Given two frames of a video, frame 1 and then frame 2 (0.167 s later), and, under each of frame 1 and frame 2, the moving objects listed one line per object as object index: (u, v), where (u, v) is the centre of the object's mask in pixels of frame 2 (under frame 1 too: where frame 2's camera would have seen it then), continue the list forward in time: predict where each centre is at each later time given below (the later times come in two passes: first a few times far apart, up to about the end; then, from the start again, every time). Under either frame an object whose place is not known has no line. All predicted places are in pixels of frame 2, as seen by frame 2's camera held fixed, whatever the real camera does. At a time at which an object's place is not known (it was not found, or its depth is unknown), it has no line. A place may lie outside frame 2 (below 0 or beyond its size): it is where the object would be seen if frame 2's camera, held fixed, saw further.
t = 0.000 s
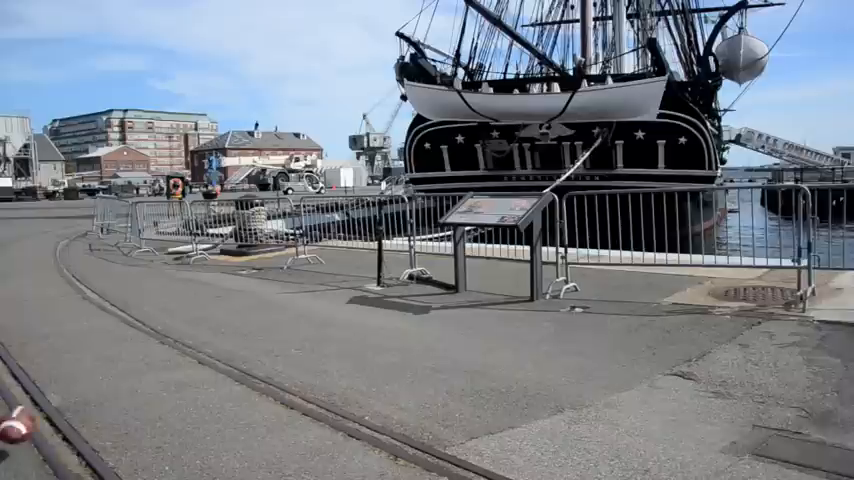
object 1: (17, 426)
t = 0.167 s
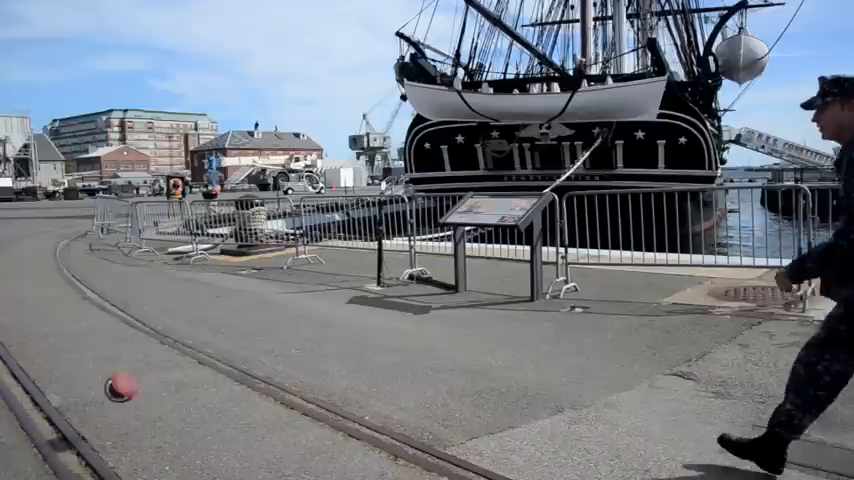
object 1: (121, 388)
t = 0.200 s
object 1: (135, 379)
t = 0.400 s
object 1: (222, 360)
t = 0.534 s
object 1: (280, 385)
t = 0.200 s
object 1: (135, 379)
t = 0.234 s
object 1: (149, 370)
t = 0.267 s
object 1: (164, 364)
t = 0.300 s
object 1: (178, 360)
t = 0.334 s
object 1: (193, 358)
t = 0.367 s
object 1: (208, 358)
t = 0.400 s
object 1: (222, 360)
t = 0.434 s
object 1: (235, 364)
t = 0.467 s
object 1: (250, 371)
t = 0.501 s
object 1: (264, 378)
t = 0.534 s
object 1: (280, 385)
